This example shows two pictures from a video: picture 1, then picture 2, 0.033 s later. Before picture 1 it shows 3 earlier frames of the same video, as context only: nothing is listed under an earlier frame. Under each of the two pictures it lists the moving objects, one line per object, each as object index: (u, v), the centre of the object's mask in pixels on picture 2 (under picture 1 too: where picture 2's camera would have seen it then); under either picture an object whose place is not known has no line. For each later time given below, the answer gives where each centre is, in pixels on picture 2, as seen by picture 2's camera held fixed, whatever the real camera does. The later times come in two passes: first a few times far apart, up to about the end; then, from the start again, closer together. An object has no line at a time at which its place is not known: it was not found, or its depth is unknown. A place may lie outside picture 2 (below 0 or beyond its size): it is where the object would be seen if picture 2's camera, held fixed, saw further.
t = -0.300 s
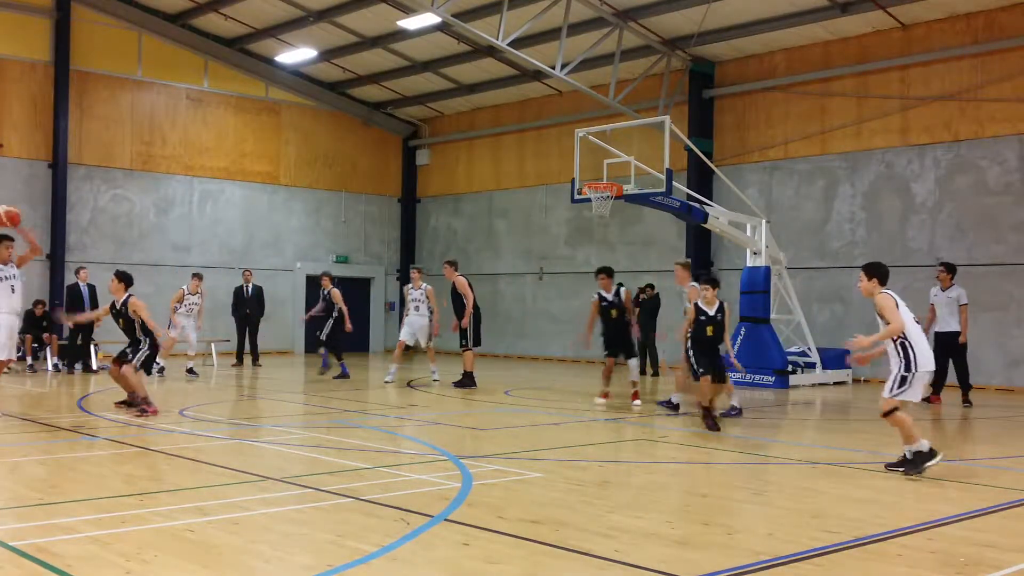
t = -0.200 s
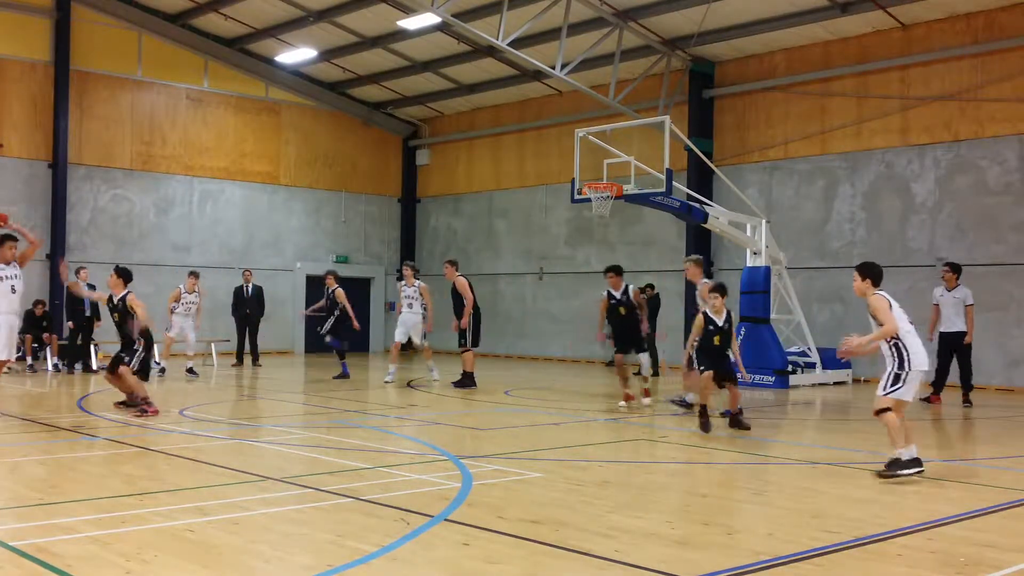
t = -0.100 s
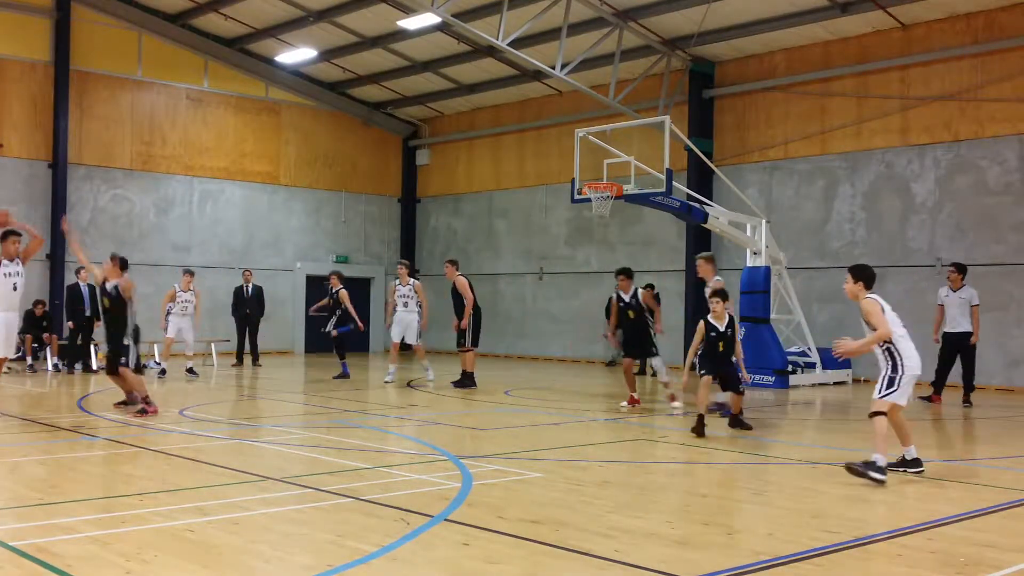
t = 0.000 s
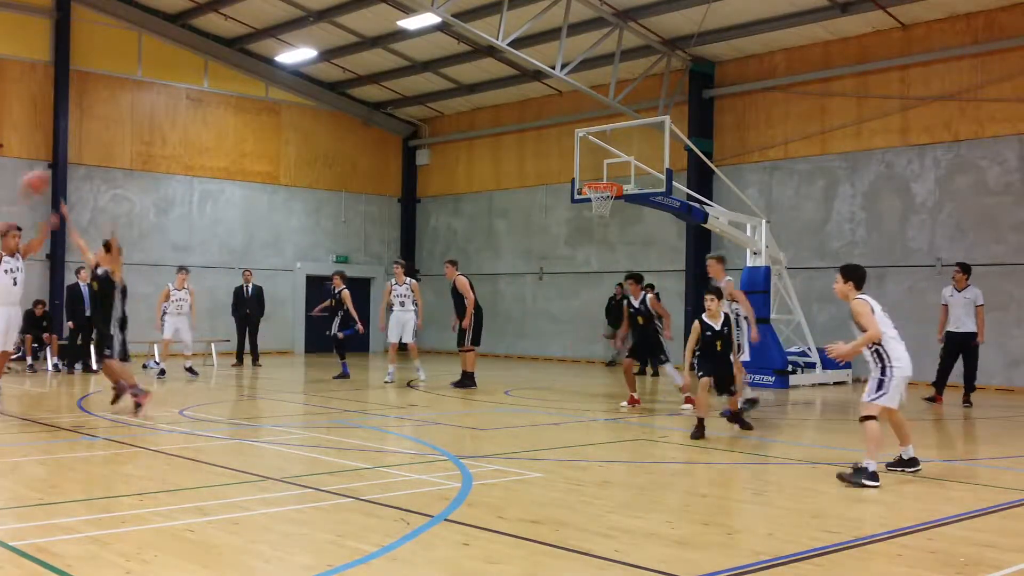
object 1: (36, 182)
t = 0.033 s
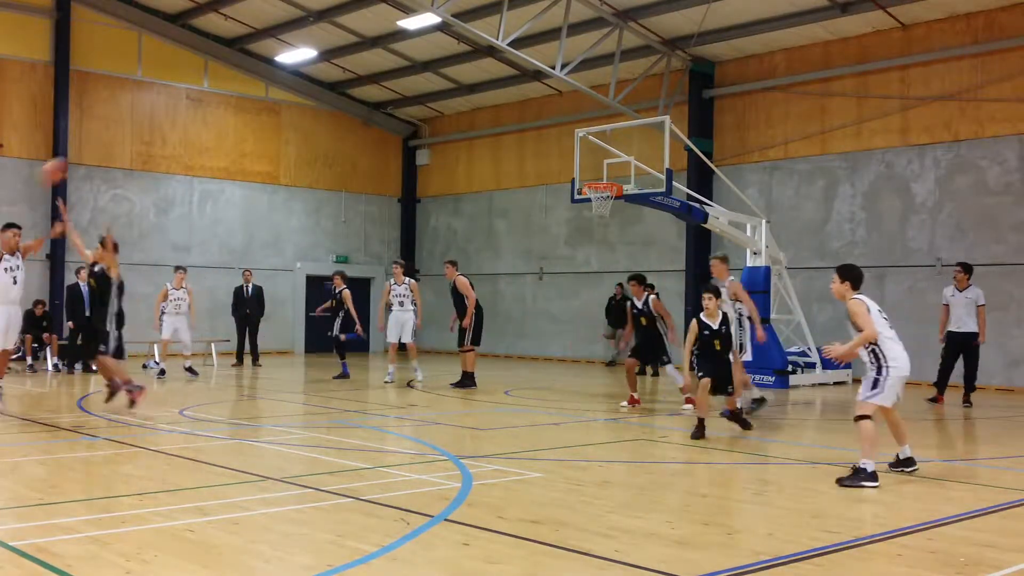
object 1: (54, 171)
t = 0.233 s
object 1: (171, 125)
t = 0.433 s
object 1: (321, 118)
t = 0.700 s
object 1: (578, 214)
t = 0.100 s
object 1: (91, 151)
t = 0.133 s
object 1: (112, 142)
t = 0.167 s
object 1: (128, 131)
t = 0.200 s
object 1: (153, 128)
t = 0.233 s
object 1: (171, 125)
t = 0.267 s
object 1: (193, 117)
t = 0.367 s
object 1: (266, 114)
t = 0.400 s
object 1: (294, 118)
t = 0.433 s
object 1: (321, 118)
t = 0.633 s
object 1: (503, 175)
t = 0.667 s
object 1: (538, 190)
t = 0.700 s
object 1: (578, 214)
